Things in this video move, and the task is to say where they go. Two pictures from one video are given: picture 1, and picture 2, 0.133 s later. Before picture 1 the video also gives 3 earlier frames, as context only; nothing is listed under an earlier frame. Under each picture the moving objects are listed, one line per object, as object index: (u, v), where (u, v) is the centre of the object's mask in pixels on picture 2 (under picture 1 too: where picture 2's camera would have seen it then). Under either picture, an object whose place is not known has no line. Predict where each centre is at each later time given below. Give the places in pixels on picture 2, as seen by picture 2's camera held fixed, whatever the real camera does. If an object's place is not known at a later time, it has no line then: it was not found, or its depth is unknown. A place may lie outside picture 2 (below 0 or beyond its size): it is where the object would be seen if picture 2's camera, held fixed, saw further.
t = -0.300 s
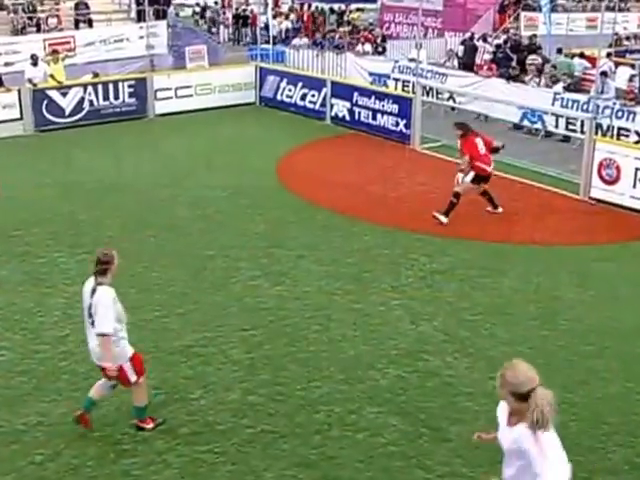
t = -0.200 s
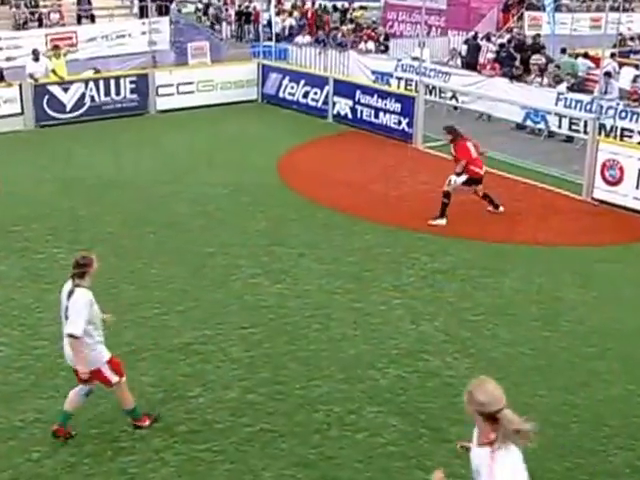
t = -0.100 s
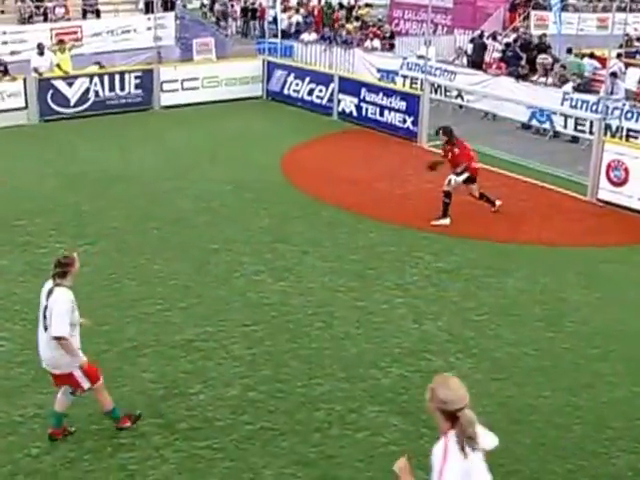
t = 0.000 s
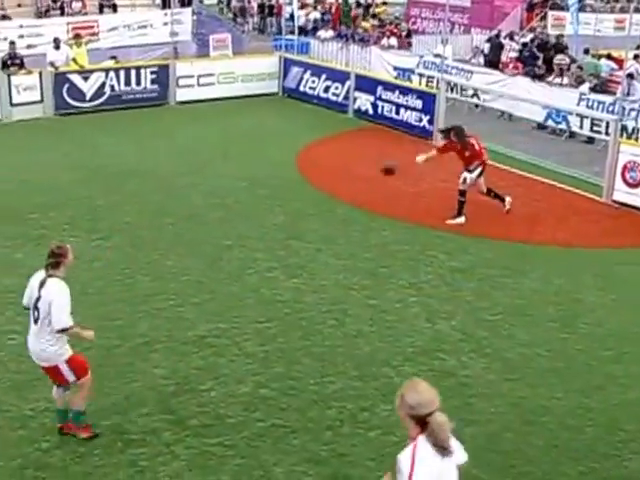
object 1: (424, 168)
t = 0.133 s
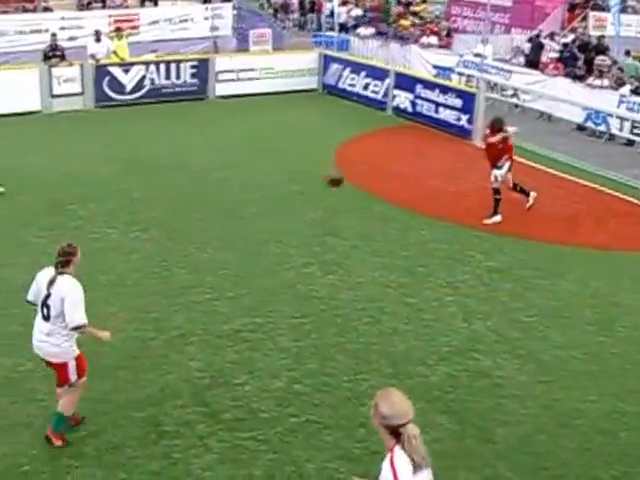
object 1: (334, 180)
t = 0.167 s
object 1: (309, 186)
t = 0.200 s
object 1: (281, 192)
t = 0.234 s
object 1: (252, 202)
